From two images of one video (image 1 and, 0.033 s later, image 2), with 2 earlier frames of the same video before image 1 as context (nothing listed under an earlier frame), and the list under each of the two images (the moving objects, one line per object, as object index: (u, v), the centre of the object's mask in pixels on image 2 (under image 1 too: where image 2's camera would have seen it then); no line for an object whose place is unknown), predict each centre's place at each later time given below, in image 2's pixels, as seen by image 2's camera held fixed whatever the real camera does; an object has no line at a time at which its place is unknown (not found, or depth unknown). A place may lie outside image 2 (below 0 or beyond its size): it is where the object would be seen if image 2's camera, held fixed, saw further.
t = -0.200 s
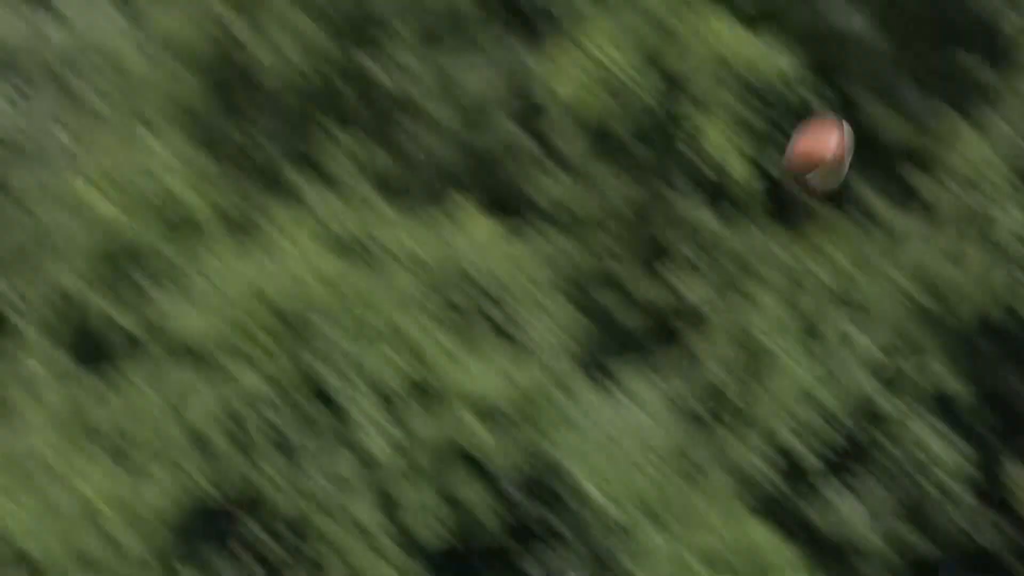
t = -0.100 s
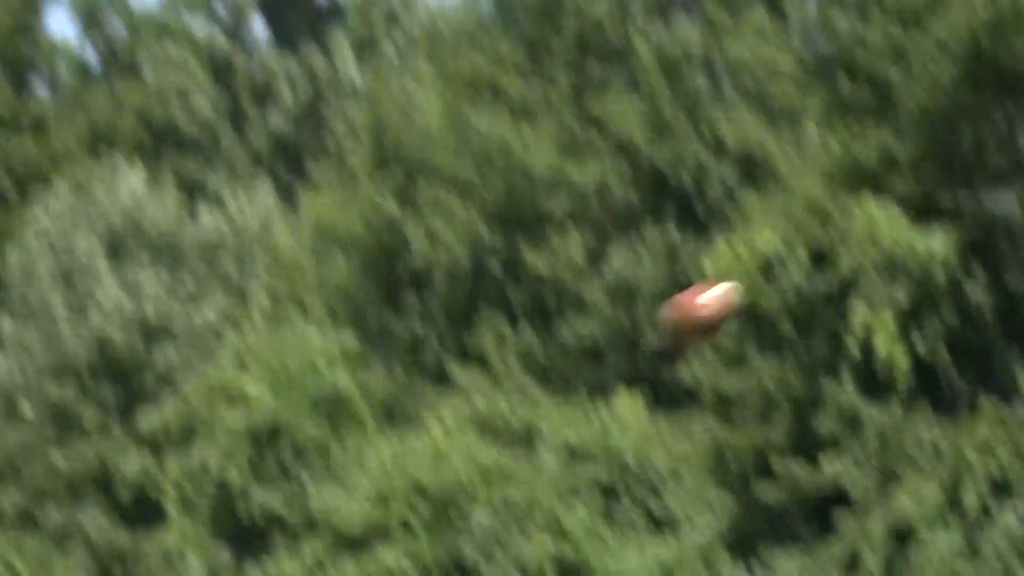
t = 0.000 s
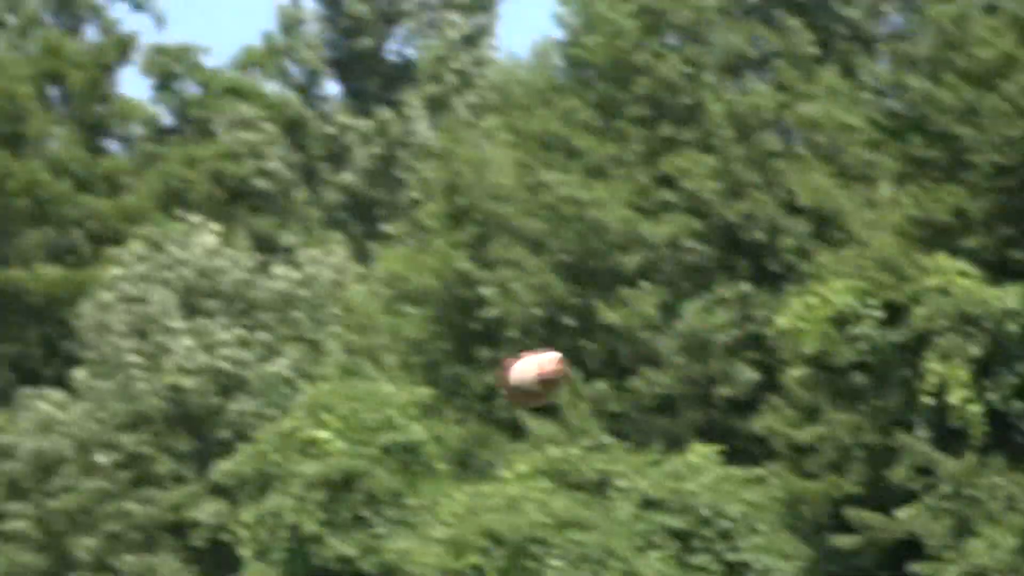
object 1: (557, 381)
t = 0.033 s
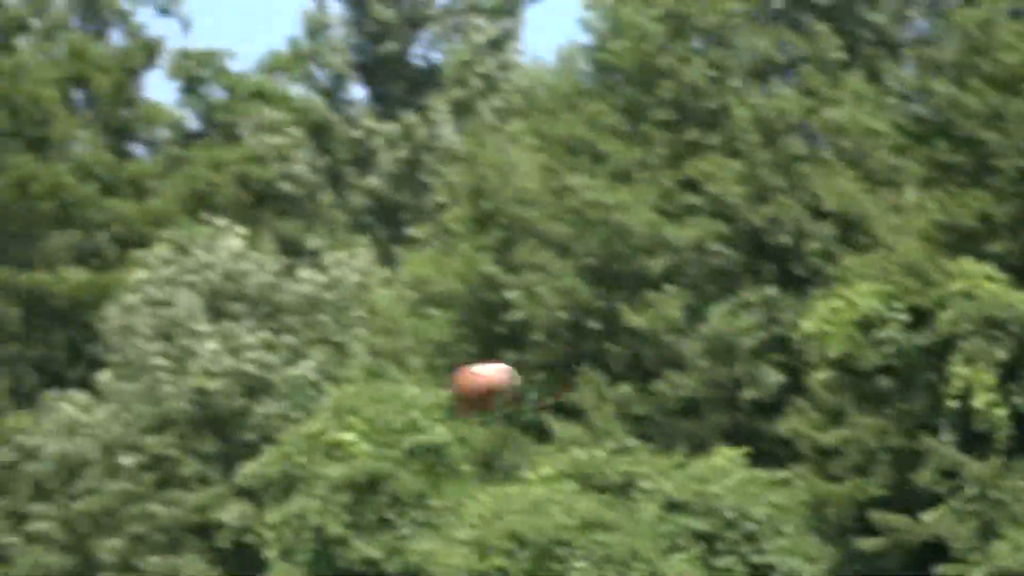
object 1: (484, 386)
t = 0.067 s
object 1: (411, 399)
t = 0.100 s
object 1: (341, 415)
